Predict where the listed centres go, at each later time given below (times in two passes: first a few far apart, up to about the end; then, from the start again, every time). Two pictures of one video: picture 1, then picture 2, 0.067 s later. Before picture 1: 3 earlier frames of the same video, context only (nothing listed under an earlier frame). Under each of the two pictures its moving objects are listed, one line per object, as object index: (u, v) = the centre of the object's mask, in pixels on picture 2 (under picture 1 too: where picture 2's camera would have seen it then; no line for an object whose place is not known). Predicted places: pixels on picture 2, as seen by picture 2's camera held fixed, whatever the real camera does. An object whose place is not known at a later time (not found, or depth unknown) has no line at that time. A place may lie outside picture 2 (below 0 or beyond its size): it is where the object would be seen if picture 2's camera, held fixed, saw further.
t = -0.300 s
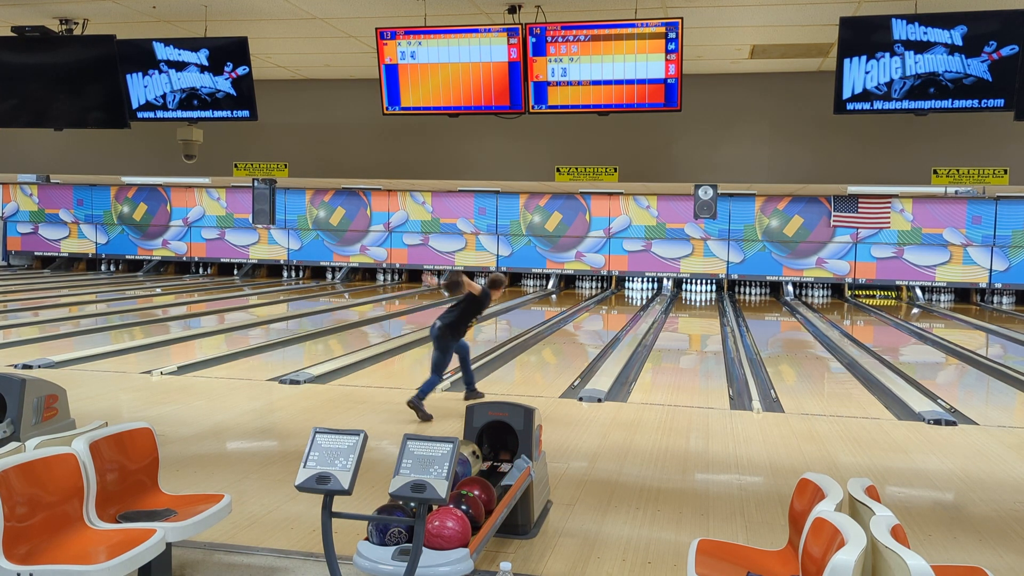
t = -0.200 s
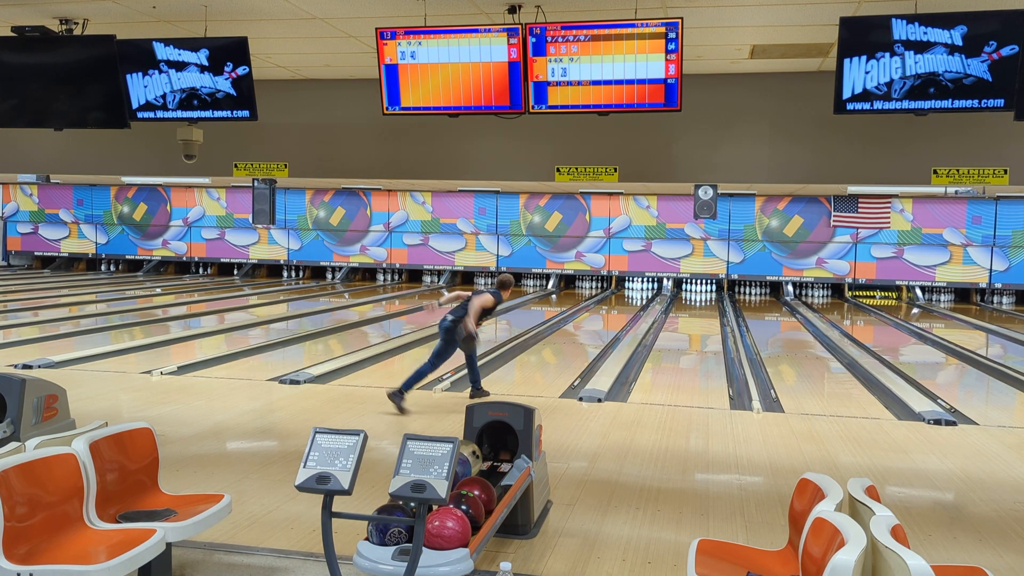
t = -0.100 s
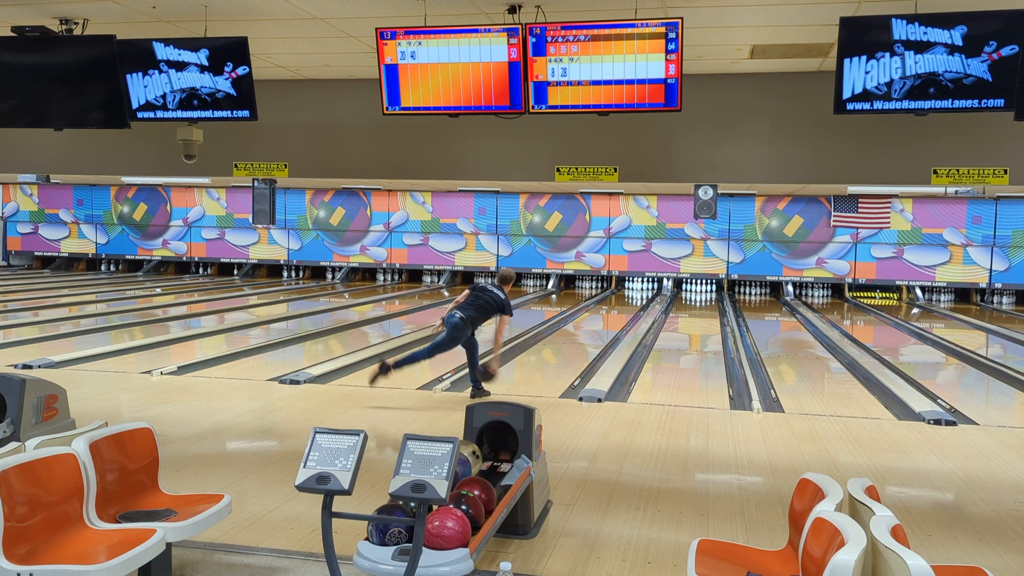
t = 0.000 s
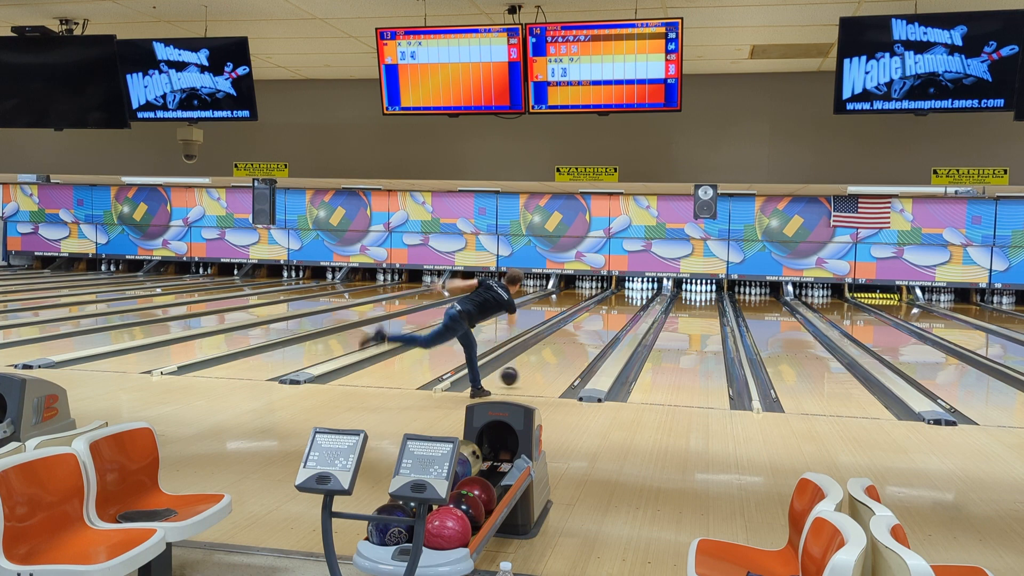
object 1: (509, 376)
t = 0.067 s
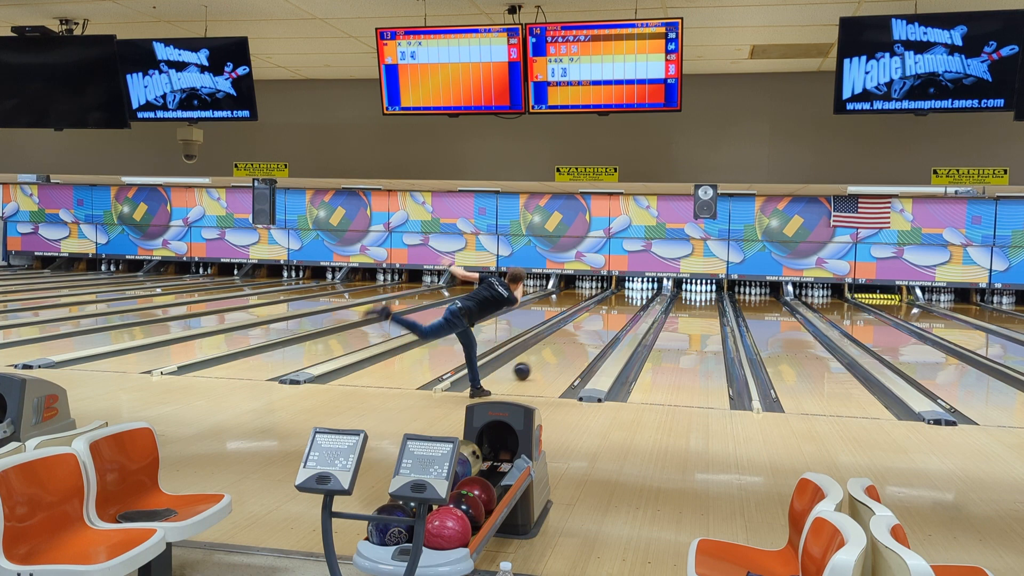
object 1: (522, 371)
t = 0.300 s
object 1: (557, 351)
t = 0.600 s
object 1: (588, 333)
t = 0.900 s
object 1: (610, 319)
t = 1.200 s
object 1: (626, 309)
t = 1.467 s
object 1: (635, 302)
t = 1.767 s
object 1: (642, 297)
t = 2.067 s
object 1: (643, 292)
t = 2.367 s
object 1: (643, 288)
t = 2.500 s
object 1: (645, 286)
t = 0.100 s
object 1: (527, 368)
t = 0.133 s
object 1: (533, 365)
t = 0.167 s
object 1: (538, 362)
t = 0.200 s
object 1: (543, 359)
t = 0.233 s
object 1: (548, 356)
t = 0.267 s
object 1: (553, 353)
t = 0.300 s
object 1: (557, 351)
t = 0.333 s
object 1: (561, 349)
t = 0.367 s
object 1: (565, 346)
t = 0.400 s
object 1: (569, 344)
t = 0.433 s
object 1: (572, 342)
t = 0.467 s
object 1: (576, 340)
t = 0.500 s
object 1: (579, 338)
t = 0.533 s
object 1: (582, 336)
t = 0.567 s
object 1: (585, 334)
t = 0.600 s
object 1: (588, 333)
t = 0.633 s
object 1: (591, 331)
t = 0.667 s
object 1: (594, 329)
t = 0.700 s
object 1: (597, 328)
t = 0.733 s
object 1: (599, 326)
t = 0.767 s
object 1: (602, 325)
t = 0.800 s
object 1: (604, 323)
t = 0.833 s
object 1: (606, 322)
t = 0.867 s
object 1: (608, 321)
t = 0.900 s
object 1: (610, 319)
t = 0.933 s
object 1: (613, 318)
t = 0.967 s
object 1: (615, 317)
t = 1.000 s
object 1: (616, 316)
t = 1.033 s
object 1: (618, 315)
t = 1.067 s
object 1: (620, 314)
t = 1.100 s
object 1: (622, 312)
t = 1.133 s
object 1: (623, 311)
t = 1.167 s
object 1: (625, 310)
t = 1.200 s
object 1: (626, 309)
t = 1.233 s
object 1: (628, 308)
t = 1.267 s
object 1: (629, 307)
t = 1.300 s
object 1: (630, 306)
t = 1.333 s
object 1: (631, 306)
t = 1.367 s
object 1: (633, 305)
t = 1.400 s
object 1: (633, 304)
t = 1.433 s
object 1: (635, 303)
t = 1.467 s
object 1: (635, 302)
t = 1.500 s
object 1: (636, 302)
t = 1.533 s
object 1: (637, 301)
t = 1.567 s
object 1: (638, 300)
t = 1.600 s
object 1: (639, 300)
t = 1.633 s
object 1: (639, 299)
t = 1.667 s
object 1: (640, 299)
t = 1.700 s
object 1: (640, 298)
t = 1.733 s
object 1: (641, 297)
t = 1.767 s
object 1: (642, 297)
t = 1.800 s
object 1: (642, 296)
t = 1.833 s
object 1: (642, 295)
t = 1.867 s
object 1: (643, 295)
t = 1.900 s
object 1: (643, 294)
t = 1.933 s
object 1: (643, 294)
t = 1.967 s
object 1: (643, 293)
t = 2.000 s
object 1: (643, 293)
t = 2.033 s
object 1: (643, 293)
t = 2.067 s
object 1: (643, 292)
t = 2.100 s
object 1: (643, 292)
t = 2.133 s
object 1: (643, 291)
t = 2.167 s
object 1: (643, 291)
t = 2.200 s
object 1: (643, 290)
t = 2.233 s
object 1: (643, 290)
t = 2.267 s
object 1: (643, 290)
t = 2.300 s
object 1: (643, 289)
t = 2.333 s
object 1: (642, 288)
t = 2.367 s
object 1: (643, 288)
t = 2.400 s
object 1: (643, 287)
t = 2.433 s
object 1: (644, 287)
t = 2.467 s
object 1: (644, 286)
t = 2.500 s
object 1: (645, 286)
